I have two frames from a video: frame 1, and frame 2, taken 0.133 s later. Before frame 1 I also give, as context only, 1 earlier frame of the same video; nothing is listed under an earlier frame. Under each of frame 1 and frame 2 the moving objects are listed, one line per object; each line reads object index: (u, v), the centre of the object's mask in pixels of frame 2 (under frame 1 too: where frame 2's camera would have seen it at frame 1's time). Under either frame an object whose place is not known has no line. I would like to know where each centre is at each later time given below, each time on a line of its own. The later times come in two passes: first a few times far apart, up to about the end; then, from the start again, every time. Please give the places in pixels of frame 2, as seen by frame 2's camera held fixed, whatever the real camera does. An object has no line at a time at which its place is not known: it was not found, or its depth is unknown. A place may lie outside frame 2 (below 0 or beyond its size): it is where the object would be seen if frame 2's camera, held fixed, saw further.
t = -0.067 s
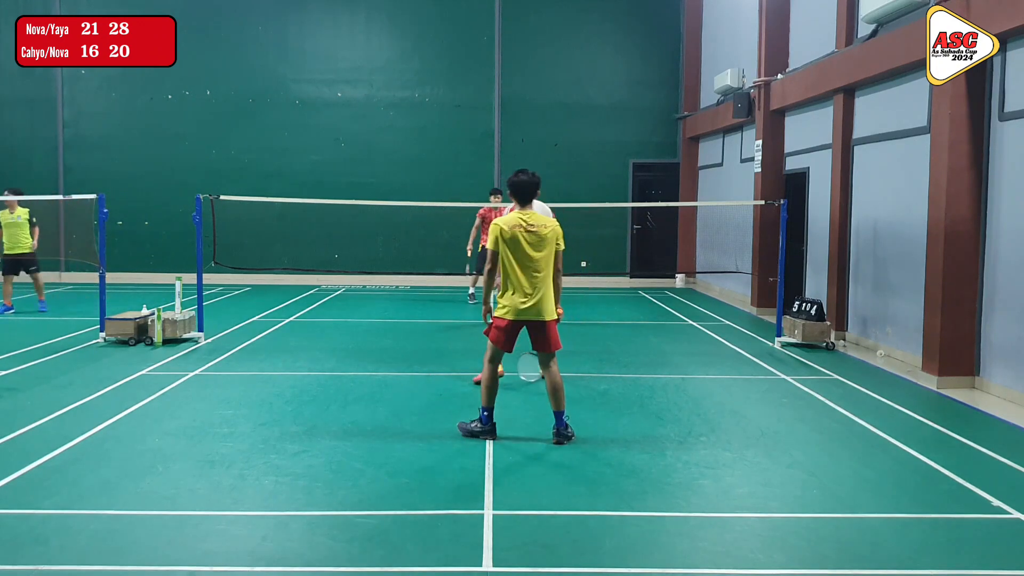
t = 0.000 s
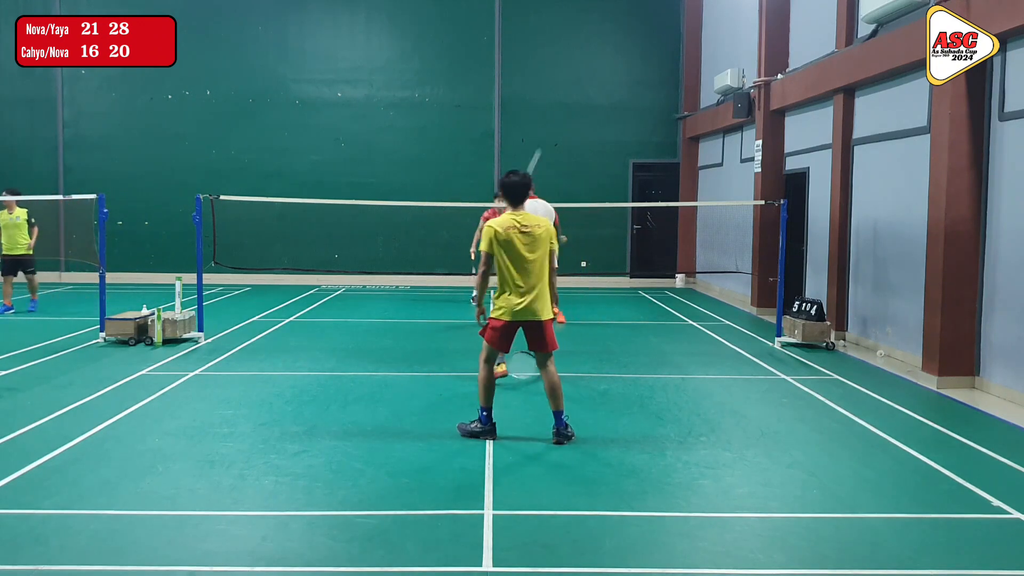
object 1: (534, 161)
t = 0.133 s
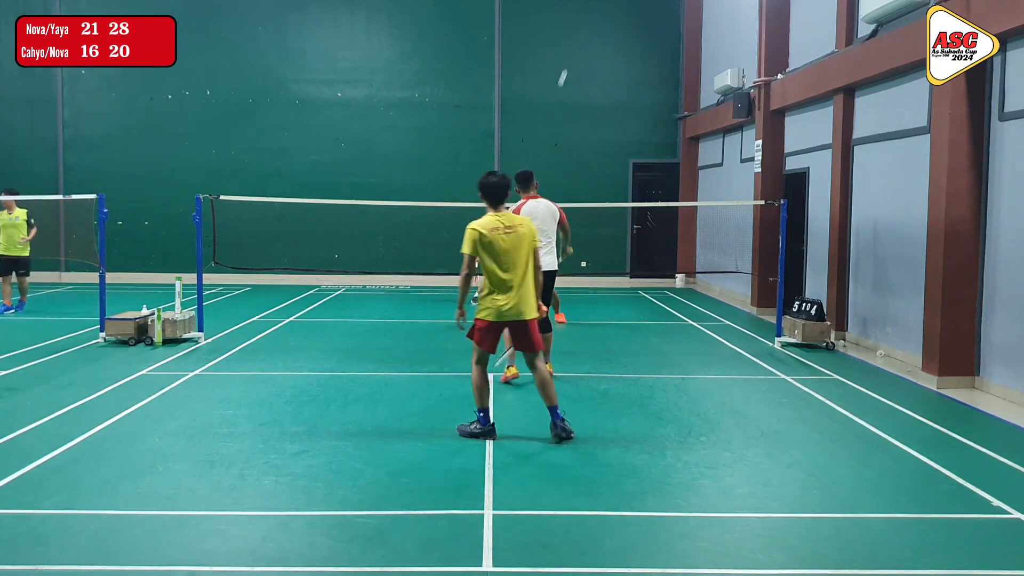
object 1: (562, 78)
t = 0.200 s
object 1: (572, 54)
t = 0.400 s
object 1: (590, 22)
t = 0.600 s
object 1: (603, 24)
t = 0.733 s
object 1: (609, 39)
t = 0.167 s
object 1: (567, 65)
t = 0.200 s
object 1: (572, 54)
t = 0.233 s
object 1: (575, 45)
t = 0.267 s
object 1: (579, 38)
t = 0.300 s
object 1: (582, 33)
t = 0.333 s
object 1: (585, 28)
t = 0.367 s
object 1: (588, 25)
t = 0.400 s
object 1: (590, 22)
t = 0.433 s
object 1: (593, 21)
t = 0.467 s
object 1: (595, 20)
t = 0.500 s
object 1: (597, 20)
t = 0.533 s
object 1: (599, 21)
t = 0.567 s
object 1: (601, 22)
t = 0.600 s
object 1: (603, 24)
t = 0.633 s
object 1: (604, 27)
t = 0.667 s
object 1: (606, 31)
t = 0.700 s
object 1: (608, 35)
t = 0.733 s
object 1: (609, 39)
